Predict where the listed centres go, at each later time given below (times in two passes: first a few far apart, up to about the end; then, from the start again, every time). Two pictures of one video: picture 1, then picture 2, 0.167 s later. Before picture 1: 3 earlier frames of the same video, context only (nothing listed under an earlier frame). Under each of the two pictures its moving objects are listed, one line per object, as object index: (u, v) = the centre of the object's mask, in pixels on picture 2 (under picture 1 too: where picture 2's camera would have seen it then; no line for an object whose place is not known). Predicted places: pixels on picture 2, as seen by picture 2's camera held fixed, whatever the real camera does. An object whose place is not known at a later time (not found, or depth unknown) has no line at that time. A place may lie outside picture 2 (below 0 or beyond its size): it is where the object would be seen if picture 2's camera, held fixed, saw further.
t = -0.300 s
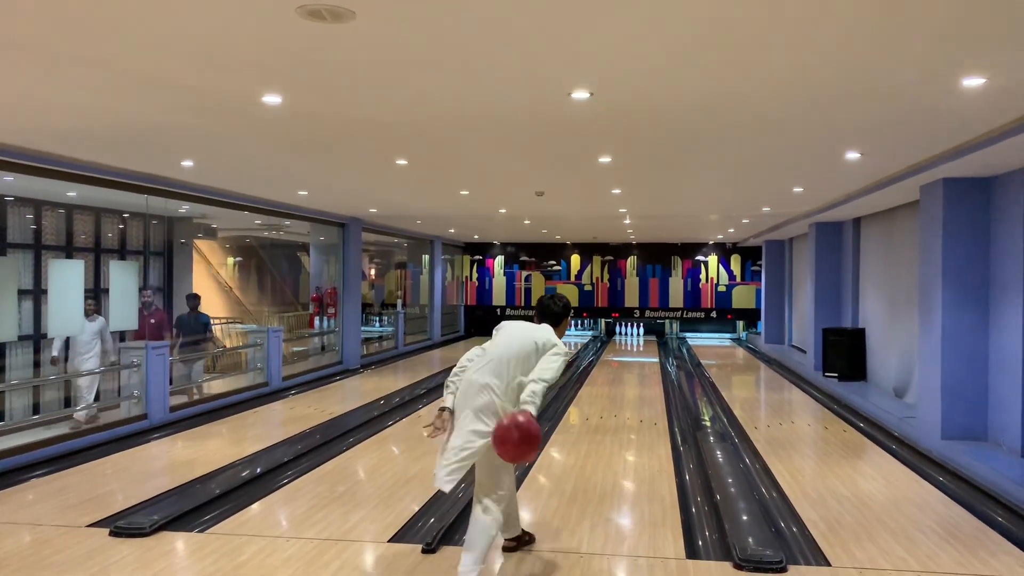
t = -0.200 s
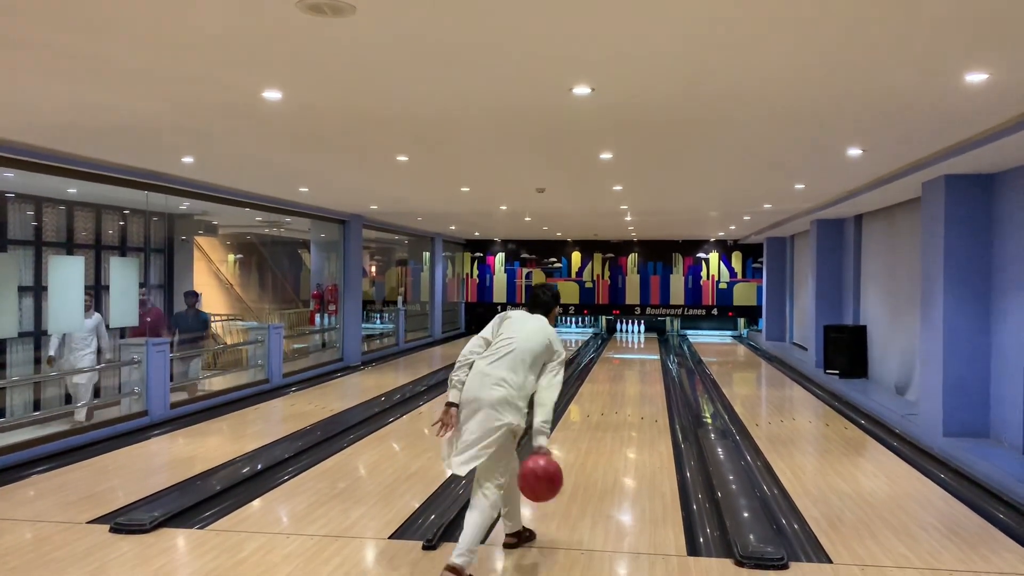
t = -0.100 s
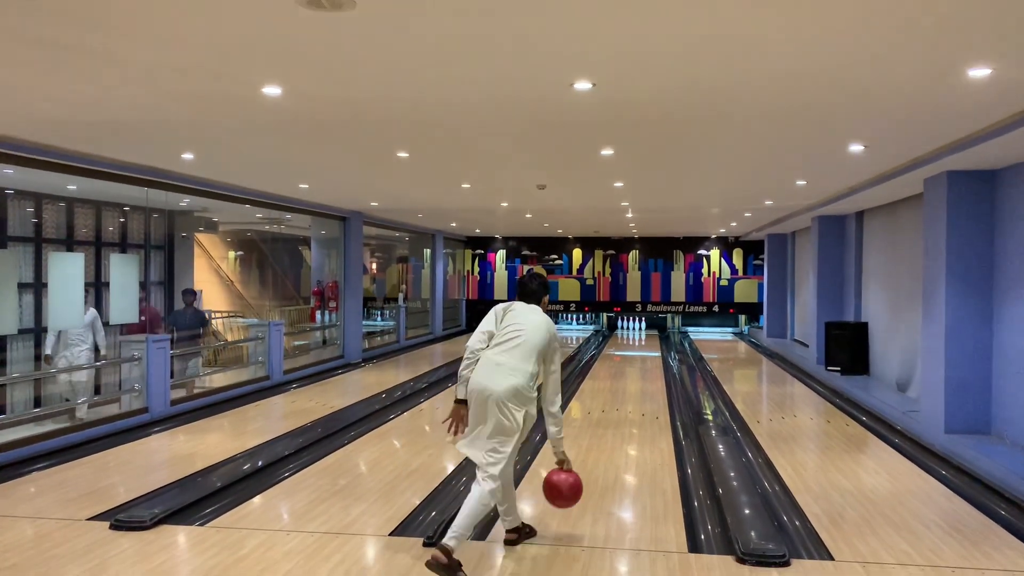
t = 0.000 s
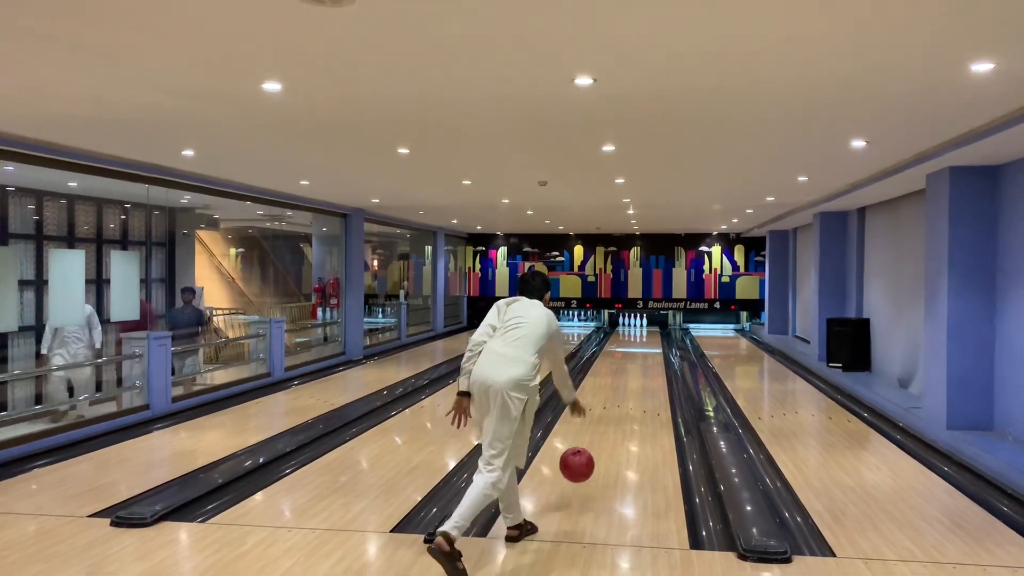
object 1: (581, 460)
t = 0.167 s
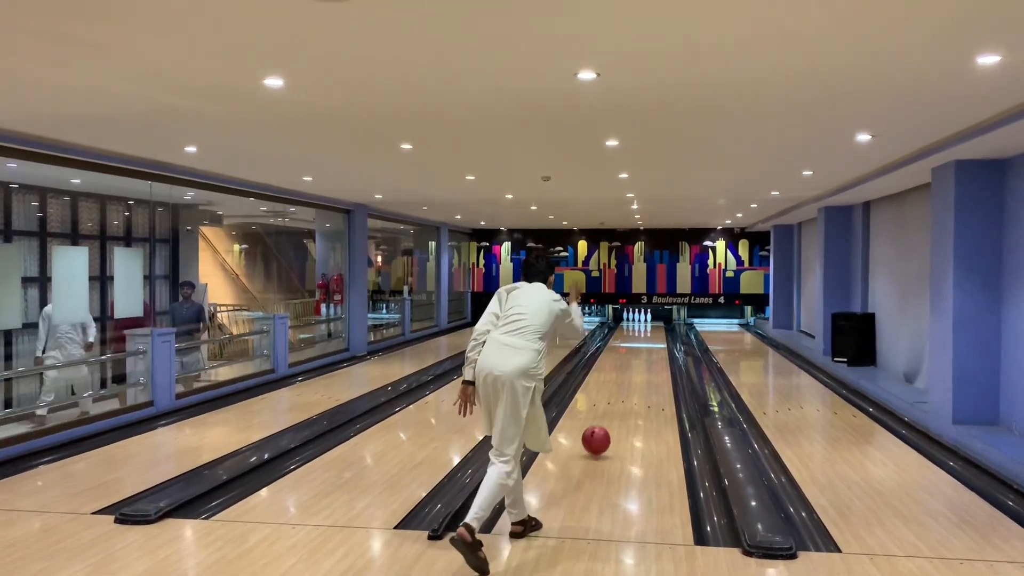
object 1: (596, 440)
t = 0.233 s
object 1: (601, 432)
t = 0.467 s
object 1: (613, 401)
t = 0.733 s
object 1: (623, 378)
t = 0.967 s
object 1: (628, 364)
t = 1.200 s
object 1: (633, 353)
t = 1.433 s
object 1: (635, 345)
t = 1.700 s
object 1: (638, 337)
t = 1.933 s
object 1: (640, 331)
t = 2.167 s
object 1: (641, 327)
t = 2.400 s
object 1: (641, 323)
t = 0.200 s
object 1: (598, 435)
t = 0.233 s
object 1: (601, 432)
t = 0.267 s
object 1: (603, 426)
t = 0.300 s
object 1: (605, 421)
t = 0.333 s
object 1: (607, 417)
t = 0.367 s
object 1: (608, 412)
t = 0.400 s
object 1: (610, 408)
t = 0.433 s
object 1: (612, 405)
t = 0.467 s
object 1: (613, 401)
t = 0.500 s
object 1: (615, 397)
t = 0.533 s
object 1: (616, 394)
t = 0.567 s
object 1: (617, 391)
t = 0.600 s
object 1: (618, 389)
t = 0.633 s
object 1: (619, 386)
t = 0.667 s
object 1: (621, 383)
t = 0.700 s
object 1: (622, 381)
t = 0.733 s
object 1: (623, 378)
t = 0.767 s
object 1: (624, 376)
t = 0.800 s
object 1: (625, 374)
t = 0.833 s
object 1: (626, 372)
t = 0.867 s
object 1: (626, 369)
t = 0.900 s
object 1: (627, 368)
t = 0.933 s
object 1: (628, 366)
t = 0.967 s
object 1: (628, 364)
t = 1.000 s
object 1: (629, 362)
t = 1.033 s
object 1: (630, 360)
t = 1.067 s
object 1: (631, 359)
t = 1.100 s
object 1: (631, 357)
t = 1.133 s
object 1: (631, 356)
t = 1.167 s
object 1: (632, 355)
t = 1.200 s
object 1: (633, 353)
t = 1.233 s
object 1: (633, 351)
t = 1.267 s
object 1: (634, 350)
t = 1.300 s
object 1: (634, 348)
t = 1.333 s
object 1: (634, 347)
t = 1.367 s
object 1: (635, 347)
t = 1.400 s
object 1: (635, 346)
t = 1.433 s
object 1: (635, 345)
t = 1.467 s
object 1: (636, 343)
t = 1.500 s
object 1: (636, 342)
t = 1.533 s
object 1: (637, 342)
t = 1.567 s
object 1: (637, 340)
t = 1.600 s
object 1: (637, 339)
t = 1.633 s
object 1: (638, 339)
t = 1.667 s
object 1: (638, 338)
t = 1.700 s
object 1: (638, 337)
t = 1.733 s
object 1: (638, 336)
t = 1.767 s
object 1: (639, 335)
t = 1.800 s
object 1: (639, 334)
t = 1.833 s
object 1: (639, 333)
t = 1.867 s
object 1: (639, 333)
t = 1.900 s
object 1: (639, 332)
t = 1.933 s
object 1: (640, 331)
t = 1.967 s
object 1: (640, 330)
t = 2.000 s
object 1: (640, 330)
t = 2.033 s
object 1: (640, 329)
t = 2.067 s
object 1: (641, 328)
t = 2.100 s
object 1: (640, 328)
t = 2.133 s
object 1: (641, 327)
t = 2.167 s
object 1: (641, 327)
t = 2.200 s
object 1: (641, 326)
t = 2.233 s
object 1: (641, 325)
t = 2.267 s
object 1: (641, 325)
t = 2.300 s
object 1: (641, 324)
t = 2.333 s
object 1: (641, 324)
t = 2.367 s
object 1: (641, 324)
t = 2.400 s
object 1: (641, 323)
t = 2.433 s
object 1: (641, 322)
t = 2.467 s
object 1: (642, 322)
